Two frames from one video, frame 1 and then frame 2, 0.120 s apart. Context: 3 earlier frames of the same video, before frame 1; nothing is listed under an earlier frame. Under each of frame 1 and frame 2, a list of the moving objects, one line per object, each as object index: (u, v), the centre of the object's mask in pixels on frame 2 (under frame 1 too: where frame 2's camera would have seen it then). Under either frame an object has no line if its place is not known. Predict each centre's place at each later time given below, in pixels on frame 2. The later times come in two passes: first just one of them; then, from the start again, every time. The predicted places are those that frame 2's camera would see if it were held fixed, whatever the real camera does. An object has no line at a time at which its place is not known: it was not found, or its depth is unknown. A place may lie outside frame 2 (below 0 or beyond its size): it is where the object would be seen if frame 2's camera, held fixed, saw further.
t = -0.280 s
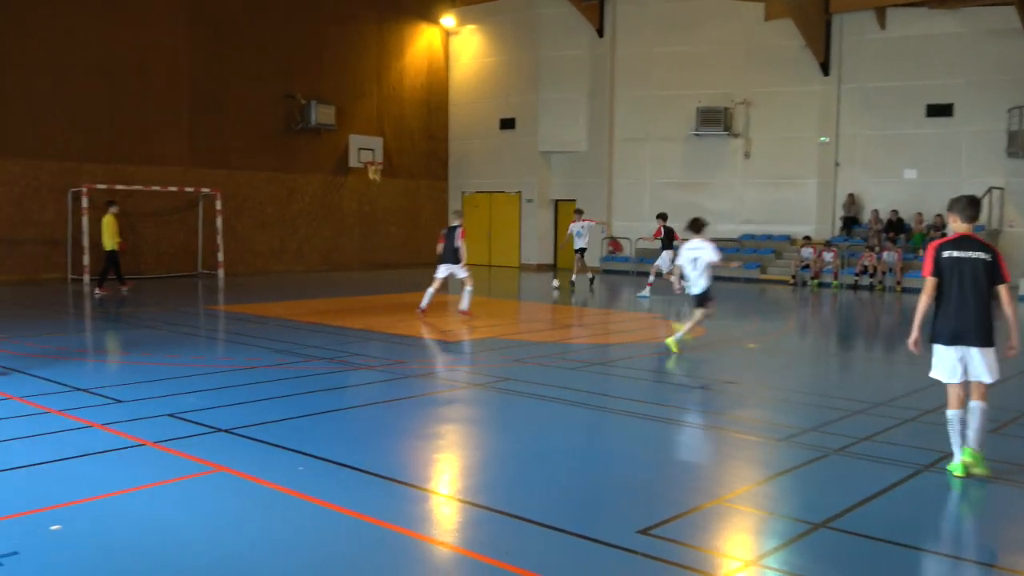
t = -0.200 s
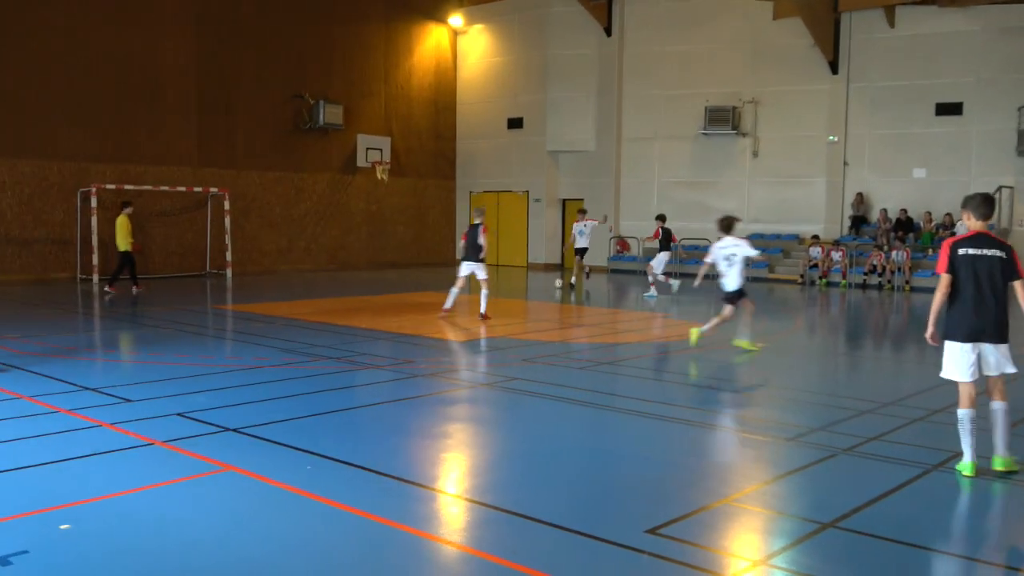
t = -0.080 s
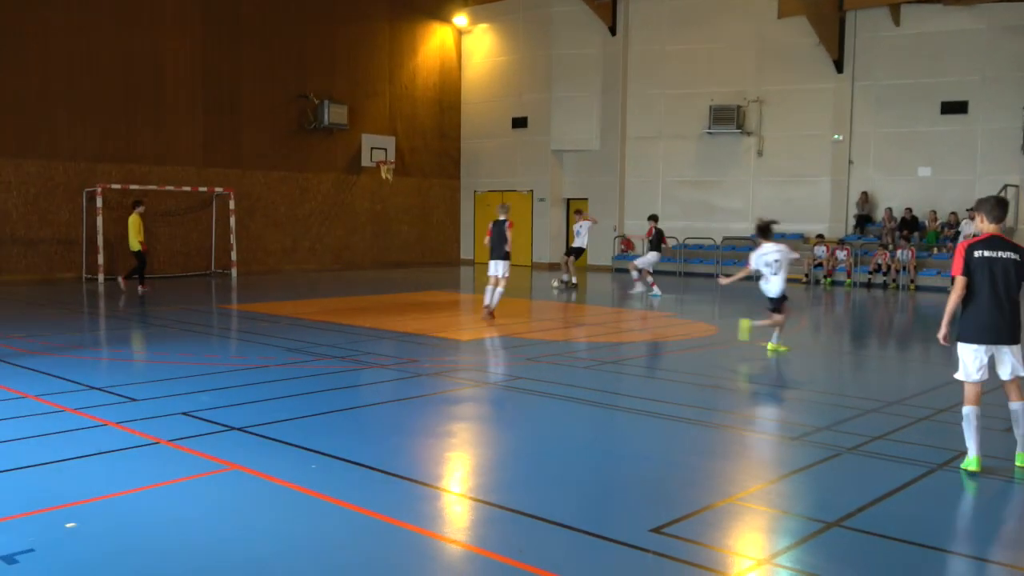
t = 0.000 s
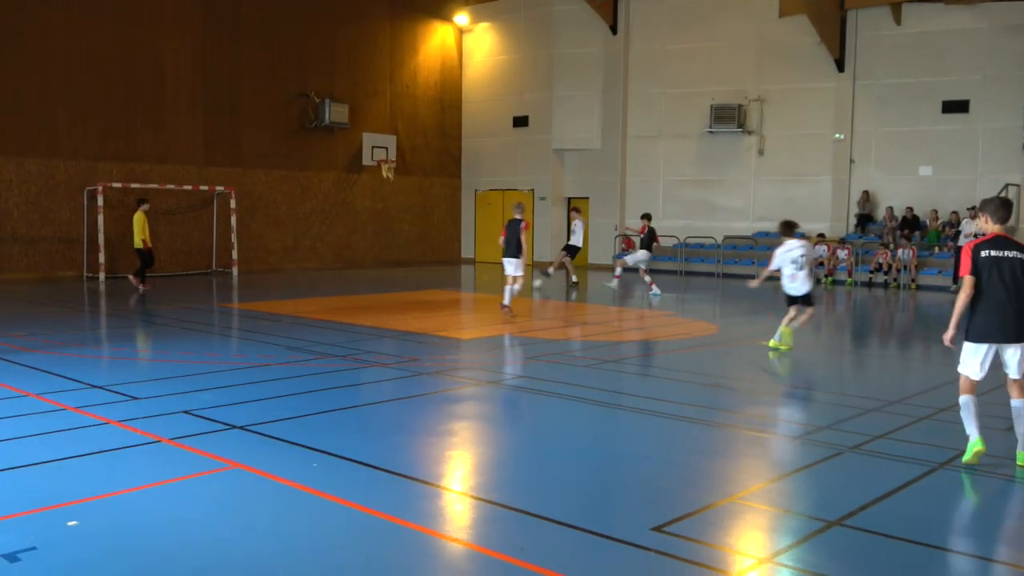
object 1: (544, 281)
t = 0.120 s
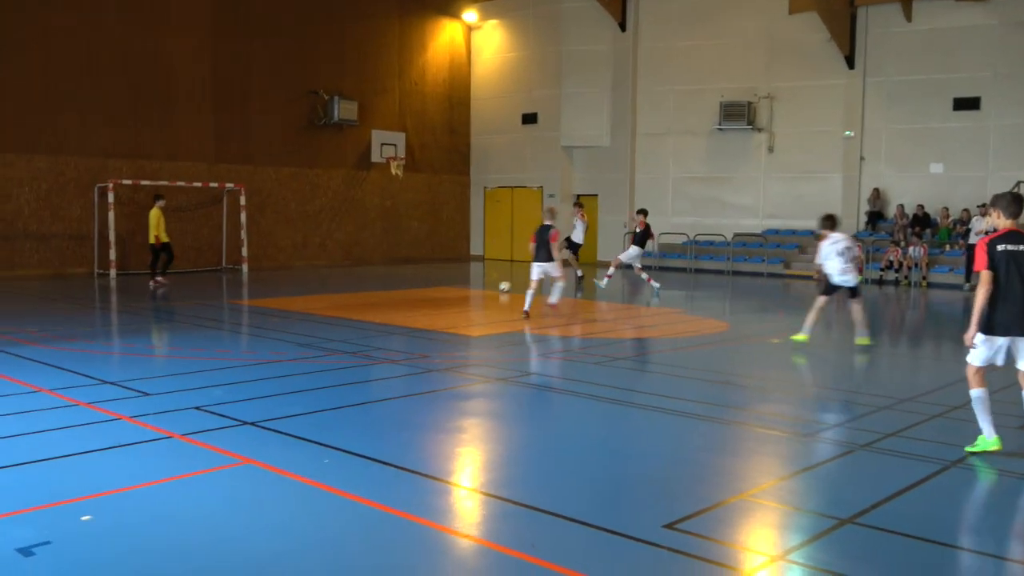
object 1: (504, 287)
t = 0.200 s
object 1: (474, 290)
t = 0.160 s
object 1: (490, 289)
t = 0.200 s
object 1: (474, 290)
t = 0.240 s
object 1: (459, 292)
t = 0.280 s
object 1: (444, 294)
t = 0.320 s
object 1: (429, 296)
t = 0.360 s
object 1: (413, 298)
